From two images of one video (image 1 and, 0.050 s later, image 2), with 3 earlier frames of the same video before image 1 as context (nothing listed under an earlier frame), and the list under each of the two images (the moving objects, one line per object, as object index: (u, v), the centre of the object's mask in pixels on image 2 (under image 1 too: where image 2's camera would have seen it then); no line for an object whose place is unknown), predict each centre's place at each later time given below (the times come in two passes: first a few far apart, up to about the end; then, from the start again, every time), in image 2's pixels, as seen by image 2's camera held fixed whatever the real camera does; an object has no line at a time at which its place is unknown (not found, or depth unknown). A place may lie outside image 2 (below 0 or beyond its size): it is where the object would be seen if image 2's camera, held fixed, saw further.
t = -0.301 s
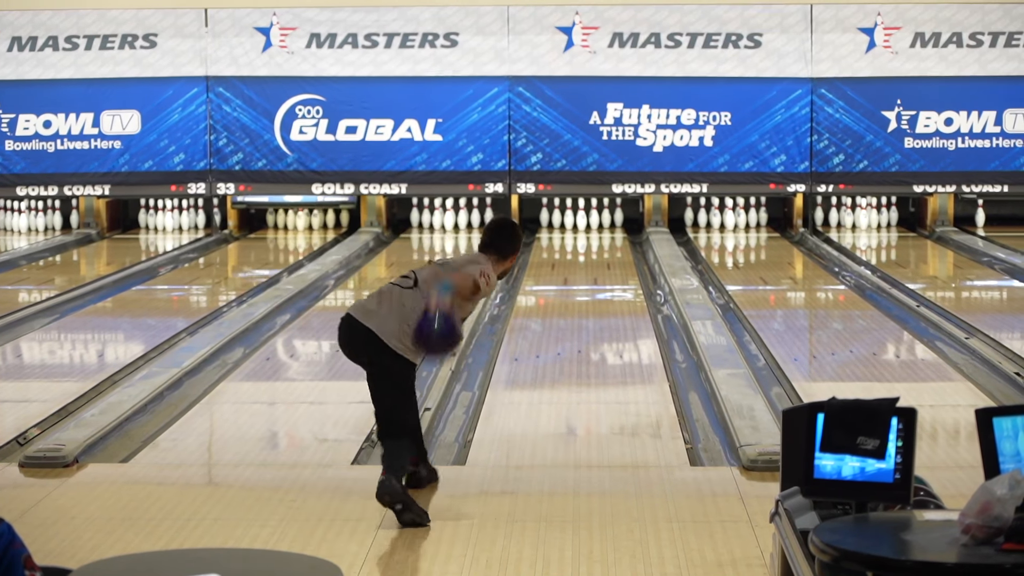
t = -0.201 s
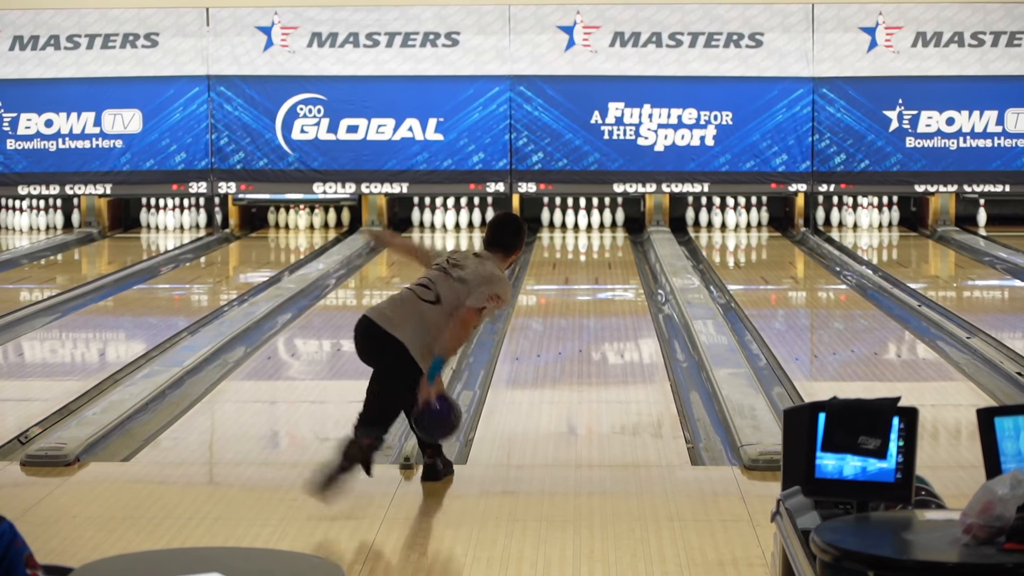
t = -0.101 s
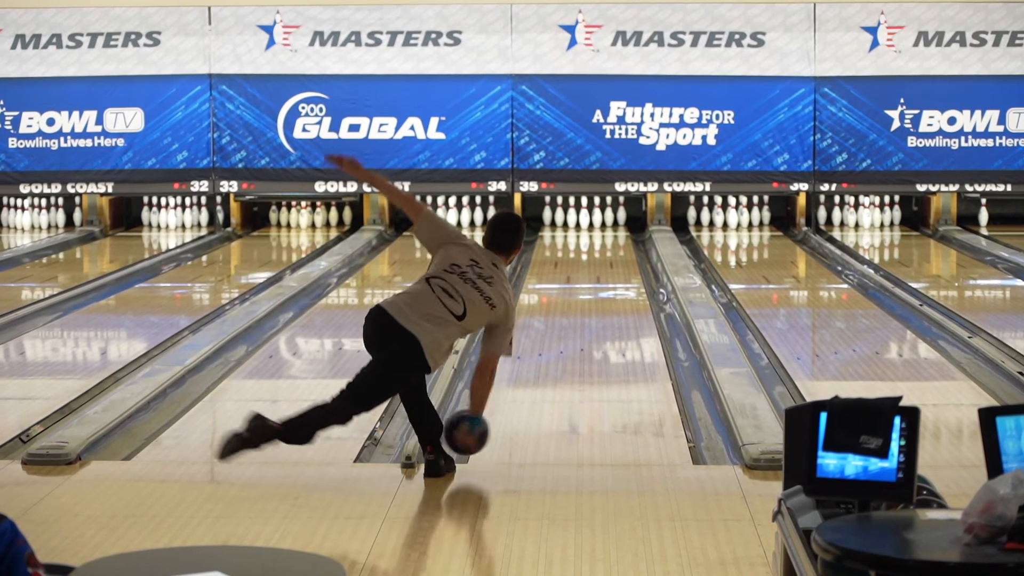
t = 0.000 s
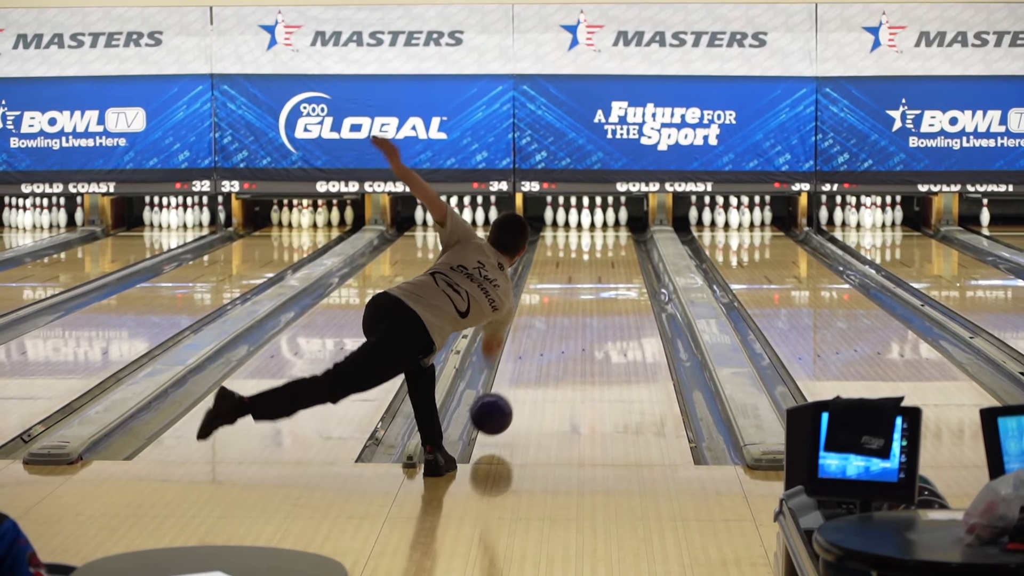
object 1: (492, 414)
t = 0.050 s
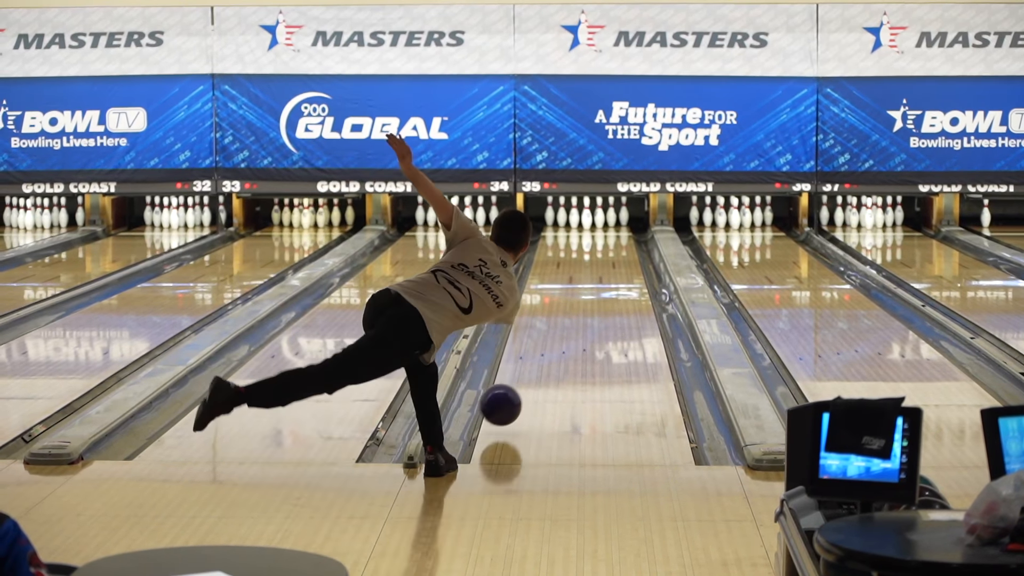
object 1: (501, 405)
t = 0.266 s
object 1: (533, 372)
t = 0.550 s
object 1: (565, 332)
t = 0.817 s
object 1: (587, 305)
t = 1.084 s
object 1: (603, 284)
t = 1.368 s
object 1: (615, 266)
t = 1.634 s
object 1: (621, 251)
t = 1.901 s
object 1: (619, 239)
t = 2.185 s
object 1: (606, 228)
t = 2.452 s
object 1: (598, 220)
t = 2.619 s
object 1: (603, 217)
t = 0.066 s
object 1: (504, 403)
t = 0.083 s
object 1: (507, 401)
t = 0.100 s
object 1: (509, 400)
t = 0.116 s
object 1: (512, 399)
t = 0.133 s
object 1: (514, 395)
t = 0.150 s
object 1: (517, 392)
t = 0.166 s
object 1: (520, 389)
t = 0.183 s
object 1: (522, 386)
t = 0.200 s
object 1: (524, 383)
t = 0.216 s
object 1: (527, 380)
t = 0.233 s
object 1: (529, 378)
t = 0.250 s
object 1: (531, 375)
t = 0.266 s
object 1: (533, 372)
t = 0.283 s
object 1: (535, 369)
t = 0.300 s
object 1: (538, 367)
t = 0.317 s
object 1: (540, 364)
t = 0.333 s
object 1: (542, 361)
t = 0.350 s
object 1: (544, 359)
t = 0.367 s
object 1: (546, 356)
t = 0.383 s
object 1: (548, 354)
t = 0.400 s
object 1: (549, 352)
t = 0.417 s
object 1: (551, 349)
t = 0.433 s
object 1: (553, 347)
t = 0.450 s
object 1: (555, 344)
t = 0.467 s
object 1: (557, 342)
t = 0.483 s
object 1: (558, 340)
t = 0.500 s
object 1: (560, 338)
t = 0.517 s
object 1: (562, 336)
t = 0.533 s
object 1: (563, 334)
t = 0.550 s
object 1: (565, 332)
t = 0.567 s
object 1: (566, 330)
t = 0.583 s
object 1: (568, 328)
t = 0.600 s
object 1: (569, 326)
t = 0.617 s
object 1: (571, 325)
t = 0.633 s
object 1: (572, 323)
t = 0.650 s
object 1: (574, 321)
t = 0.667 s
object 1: (575, 319)
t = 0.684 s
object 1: (576, 318)
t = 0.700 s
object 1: (578, 316)
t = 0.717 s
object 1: (579, 316)
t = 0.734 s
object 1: (582, 316)
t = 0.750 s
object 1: (585, 313)
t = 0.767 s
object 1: (586, 309)
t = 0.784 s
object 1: (586, 307)
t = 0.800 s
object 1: (586, 306)
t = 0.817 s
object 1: (587, 305)
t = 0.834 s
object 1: (588, 304)
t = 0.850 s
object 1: (589, 302)
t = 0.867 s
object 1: (590, 301)
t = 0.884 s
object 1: (591, 299)
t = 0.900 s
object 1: (592, 298)
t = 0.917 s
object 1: (593, 297)
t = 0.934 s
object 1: (594, 295)
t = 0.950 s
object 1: (595, 294)
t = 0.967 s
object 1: (596, 292)
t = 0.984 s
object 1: (597, 291)
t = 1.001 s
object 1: (598, 290)
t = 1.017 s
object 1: (599, 289)
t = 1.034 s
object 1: (600, 287)
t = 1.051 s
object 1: (601, 286)
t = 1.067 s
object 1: (602, 285)
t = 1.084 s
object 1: (603, 284)
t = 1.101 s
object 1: (604, 283)
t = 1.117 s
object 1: (605, 282)
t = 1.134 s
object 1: (605, 281)
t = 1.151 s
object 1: (606, 279)
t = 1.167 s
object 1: (607, 278)
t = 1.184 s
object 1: (608, 277)
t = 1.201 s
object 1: (609, 276)
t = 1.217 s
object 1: (609, 275)
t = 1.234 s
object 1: (610, 274)
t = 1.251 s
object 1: (611, 273)
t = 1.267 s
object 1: (611, 272)
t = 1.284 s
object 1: (612, 271)
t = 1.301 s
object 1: (613, 270)
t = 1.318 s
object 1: (613, 269)
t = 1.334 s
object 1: (614, 268)
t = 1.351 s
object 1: (614, 267)
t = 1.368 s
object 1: (615, 266)
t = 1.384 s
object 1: (615, 265)
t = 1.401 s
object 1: (616, 264)
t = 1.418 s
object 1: (616, 263)
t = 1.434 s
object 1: (617, 262)
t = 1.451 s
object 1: (618, 261)
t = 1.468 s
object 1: (618, 260)
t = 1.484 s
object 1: (618, 259)
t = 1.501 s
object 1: (619, 258)
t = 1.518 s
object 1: (619, 257)
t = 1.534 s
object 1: (620, 256)
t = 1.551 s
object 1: (620, 256)
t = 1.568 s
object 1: (620, 255)
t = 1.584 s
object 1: (620, 254)
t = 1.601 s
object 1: (621, 253)
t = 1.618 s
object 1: (621, 252)
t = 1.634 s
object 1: (621, 251)
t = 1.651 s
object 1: (621, 250)
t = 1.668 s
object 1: (621, 249)
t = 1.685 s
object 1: (621, 249)
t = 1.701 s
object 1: (621, 248)
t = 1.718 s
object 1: (621, 247)
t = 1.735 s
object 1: (621, 246)
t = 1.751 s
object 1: (621, 245)
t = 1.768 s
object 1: (621, 245)
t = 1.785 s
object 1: (621, 244)
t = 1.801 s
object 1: (621, 243)
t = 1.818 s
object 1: (620, 242)
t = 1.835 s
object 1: (620, 242)
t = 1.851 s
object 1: (620, 241)
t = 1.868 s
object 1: (619, 240)
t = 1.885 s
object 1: (619, 239)
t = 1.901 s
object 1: (619, 239)
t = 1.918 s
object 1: (618, 238)
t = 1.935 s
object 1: (618, 237)
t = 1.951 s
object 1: (617, 237)
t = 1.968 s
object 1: (617, 236)
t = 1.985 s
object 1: (616, 235)
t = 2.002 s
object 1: (615, 235)
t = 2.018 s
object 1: (615, 234)
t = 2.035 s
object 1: (614, 234)
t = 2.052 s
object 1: (613, 233)
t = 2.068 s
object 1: (612, 232)
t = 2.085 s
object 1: (612, 232)
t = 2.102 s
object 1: (611, 231)
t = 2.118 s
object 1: (610, 230)
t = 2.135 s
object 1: (609, 230)
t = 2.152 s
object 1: (608, 229)
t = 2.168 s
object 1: (607, 229)
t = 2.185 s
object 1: (606, 228)
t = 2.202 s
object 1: (605, 227)
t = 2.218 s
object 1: (604, 227)
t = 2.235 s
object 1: (604, 226)
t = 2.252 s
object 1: (603, 226)
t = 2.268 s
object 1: (602, 225)
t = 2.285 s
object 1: (601, 225)
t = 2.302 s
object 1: (600, 224)
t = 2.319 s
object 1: (600, 223)
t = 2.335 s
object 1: (599, 223)
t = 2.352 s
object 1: (598, 222)
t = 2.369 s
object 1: (597, 221)
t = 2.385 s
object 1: (597, 221)
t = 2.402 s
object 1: (597, 221)
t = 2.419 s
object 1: (598, 220)
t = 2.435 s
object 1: (598, 220)
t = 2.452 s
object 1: (598, 220)
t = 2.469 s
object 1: (598, 219)
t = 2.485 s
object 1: (599, 219)
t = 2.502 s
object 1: (599, 219)
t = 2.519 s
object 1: (599, 219)
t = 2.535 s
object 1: (600, 218)
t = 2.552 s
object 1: (601, 218)
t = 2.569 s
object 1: (601, 217)
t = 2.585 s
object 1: (601, 216)
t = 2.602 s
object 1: (602, 217)
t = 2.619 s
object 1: (603, 217)
